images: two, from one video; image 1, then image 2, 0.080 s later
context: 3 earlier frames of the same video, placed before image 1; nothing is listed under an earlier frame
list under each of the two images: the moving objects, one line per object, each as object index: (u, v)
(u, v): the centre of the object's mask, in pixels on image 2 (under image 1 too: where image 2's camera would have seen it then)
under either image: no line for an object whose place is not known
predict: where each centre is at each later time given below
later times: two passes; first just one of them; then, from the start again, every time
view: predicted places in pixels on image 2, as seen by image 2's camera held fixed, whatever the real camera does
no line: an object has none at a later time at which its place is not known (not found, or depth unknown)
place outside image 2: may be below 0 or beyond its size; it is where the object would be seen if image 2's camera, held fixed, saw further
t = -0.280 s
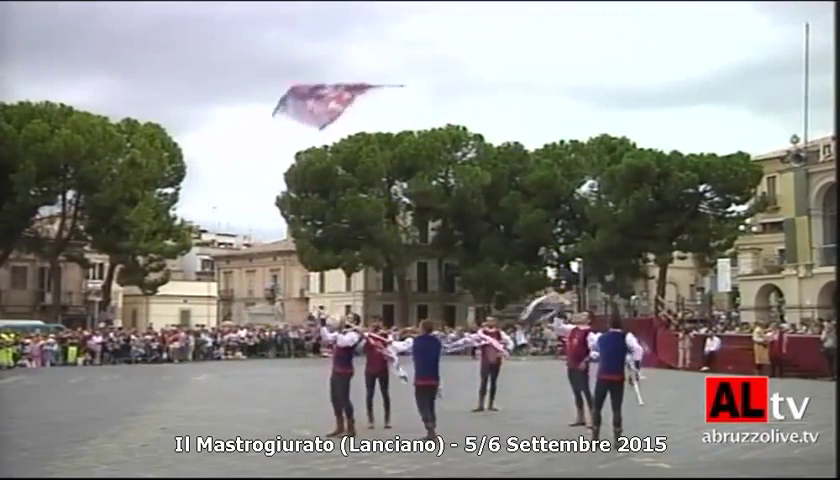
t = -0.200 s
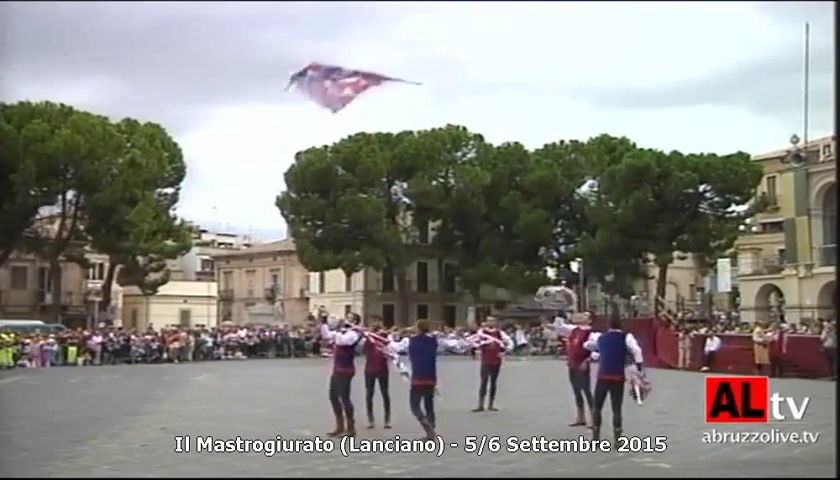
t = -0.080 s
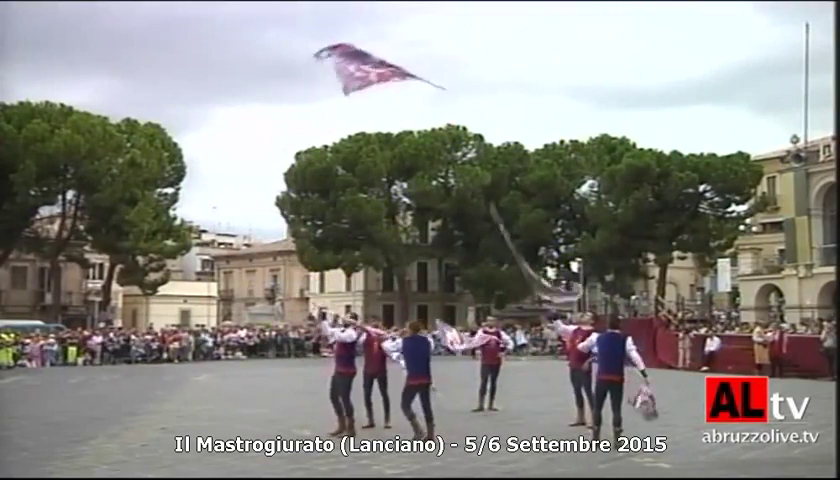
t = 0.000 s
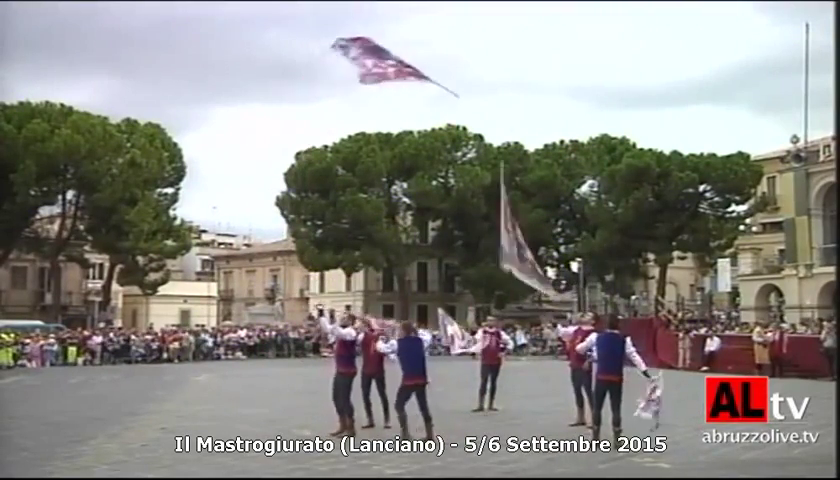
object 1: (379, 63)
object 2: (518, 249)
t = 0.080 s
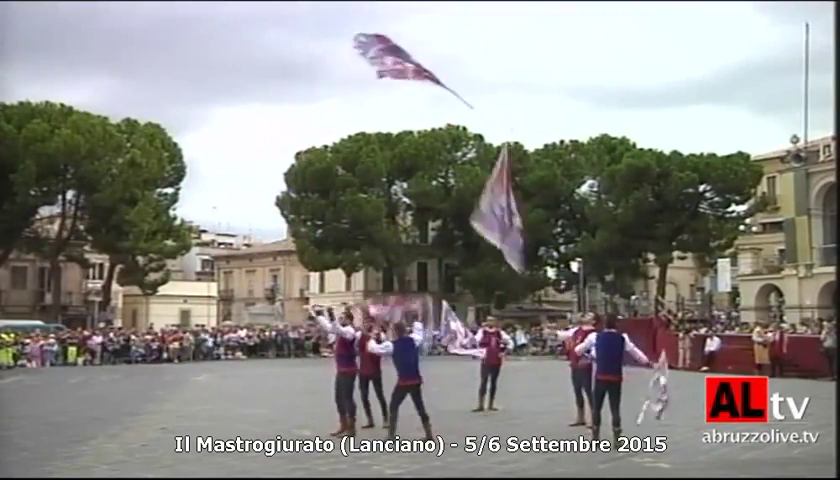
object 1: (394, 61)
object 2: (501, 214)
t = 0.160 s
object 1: (412, 62)
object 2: (487, 178)
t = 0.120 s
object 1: (403, 61)
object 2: (492, 197)
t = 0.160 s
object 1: (412, 62)
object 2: (487, 178)
